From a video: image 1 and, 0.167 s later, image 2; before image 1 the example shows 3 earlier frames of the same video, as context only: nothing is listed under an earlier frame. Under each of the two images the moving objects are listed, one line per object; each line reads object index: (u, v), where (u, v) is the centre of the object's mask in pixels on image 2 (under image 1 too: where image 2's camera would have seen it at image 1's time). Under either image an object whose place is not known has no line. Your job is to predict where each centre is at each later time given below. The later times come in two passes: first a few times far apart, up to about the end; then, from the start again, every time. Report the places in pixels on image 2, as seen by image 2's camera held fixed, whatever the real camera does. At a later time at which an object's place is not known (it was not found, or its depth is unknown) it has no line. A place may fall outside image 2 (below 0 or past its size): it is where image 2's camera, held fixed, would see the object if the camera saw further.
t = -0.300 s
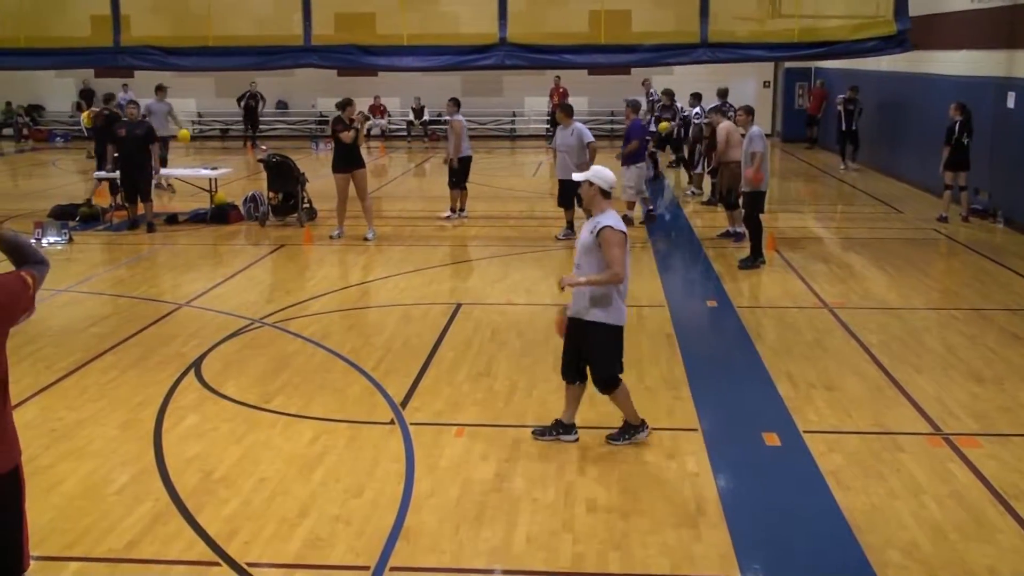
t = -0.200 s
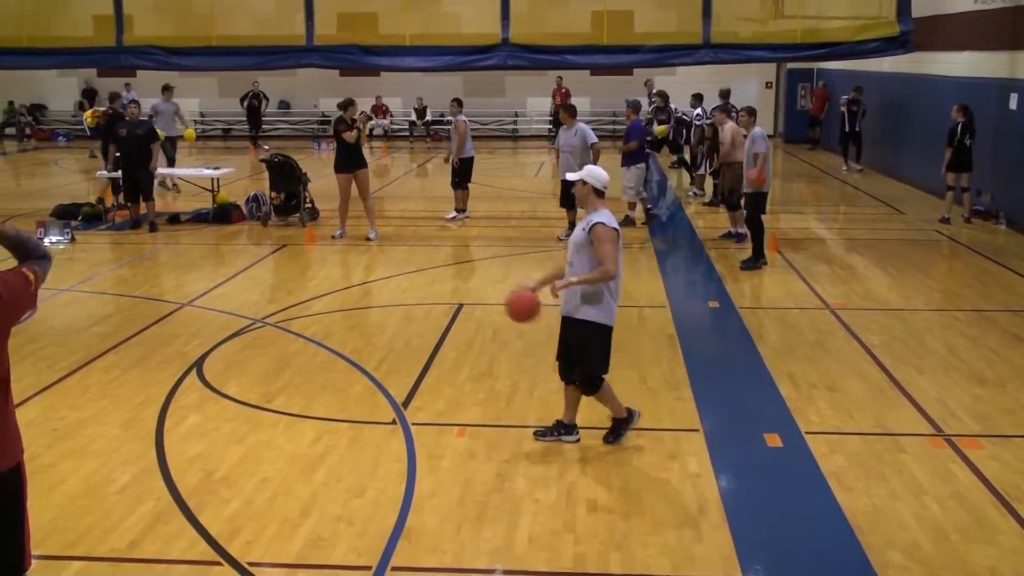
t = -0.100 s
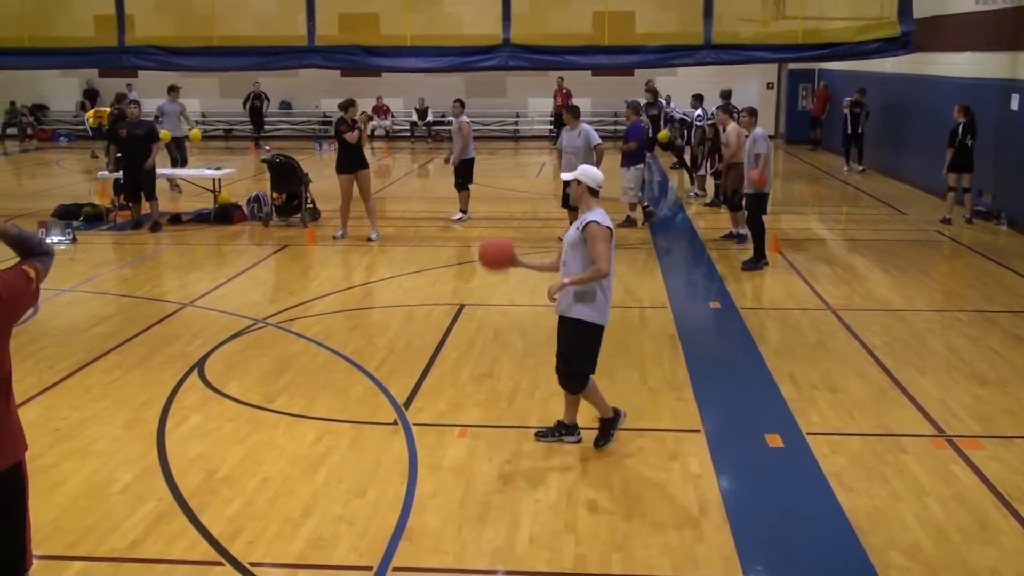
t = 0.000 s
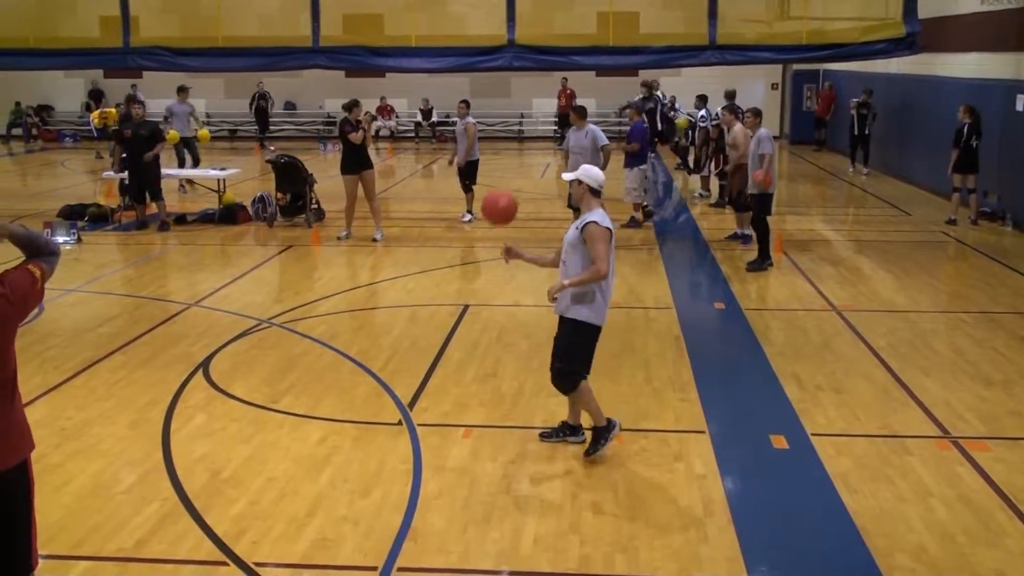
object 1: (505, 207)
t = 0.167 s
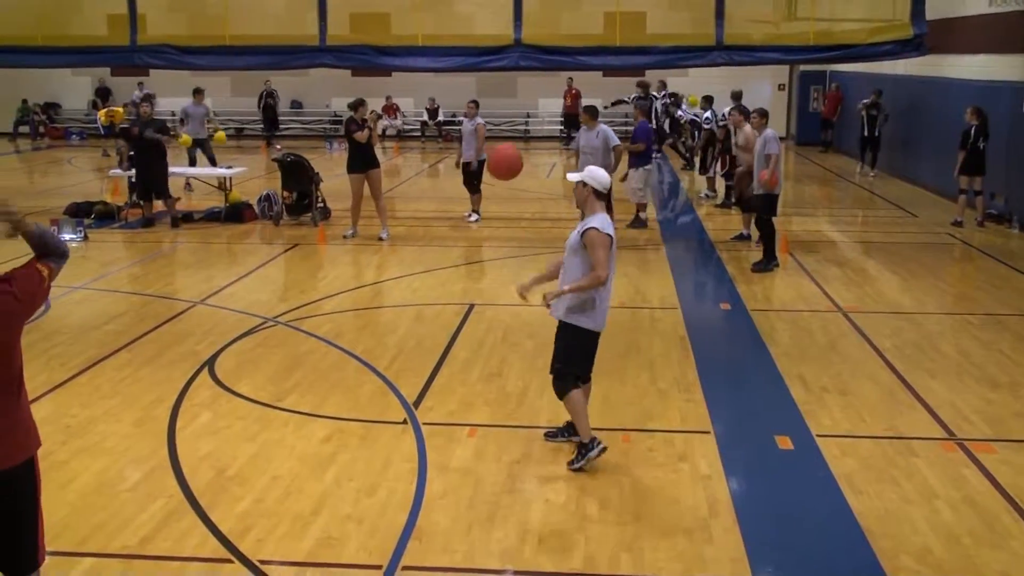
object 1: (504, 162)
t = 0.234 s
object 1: (504, 155)
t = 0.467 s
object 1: (504, 193)
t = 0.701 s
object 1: (502, 327)
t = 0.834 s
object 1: (502, 443)
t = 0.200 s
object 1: (505, 157)
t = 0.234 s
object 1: (504, 155)
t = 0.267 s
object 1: (504, 155)
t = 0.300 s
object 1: (504, 157)
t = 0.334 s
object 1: (504, 160)
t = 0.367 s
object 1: (504, 164)
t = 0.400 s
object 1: (504, 173)
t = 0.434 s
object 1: (504, 182)
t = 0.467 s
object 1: (504, 193)
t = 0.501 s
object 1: (504, 206)
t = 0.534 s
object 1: (504, 221)
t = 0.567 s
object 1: (504, 238)
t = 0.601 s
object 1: (503, 257)
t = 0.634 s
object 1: (502, 277)
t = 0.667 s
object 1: (502, 300)
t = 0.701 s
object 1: (502, 327)
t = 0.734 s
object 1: (502, 354)
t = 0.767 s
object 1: (502, 381)
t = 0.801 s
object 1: (502, 412)
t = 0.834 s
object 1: (502, 443)
